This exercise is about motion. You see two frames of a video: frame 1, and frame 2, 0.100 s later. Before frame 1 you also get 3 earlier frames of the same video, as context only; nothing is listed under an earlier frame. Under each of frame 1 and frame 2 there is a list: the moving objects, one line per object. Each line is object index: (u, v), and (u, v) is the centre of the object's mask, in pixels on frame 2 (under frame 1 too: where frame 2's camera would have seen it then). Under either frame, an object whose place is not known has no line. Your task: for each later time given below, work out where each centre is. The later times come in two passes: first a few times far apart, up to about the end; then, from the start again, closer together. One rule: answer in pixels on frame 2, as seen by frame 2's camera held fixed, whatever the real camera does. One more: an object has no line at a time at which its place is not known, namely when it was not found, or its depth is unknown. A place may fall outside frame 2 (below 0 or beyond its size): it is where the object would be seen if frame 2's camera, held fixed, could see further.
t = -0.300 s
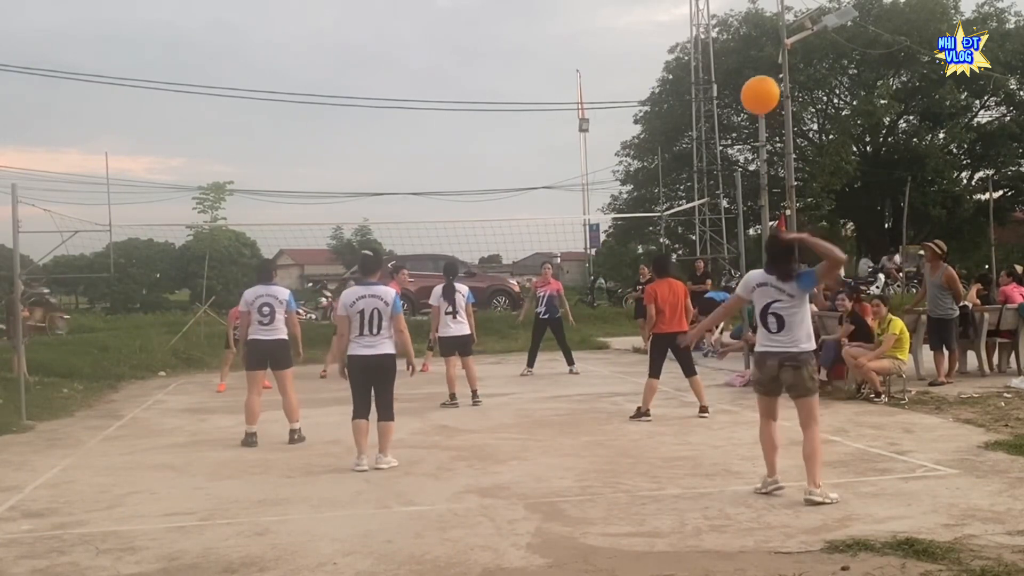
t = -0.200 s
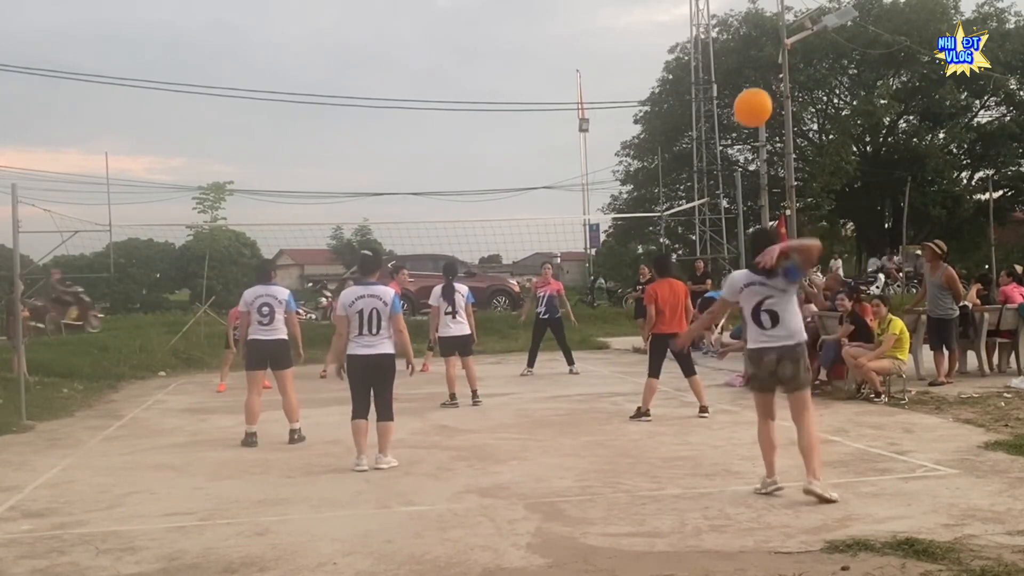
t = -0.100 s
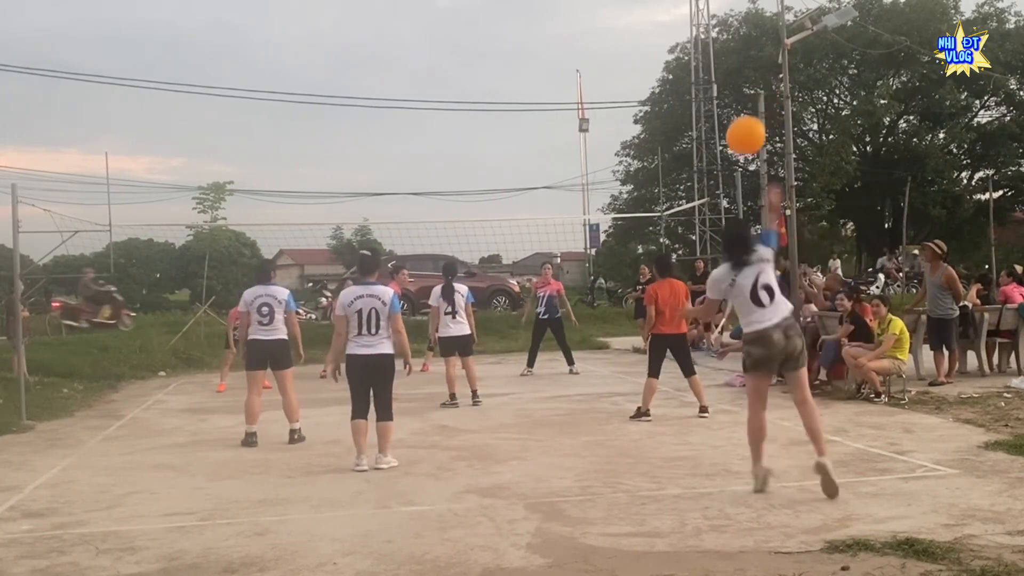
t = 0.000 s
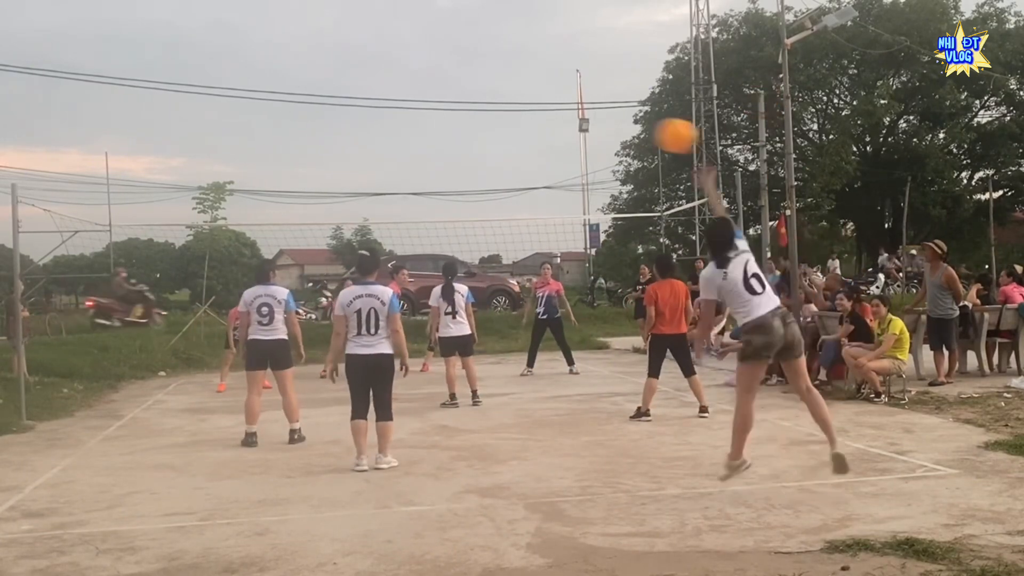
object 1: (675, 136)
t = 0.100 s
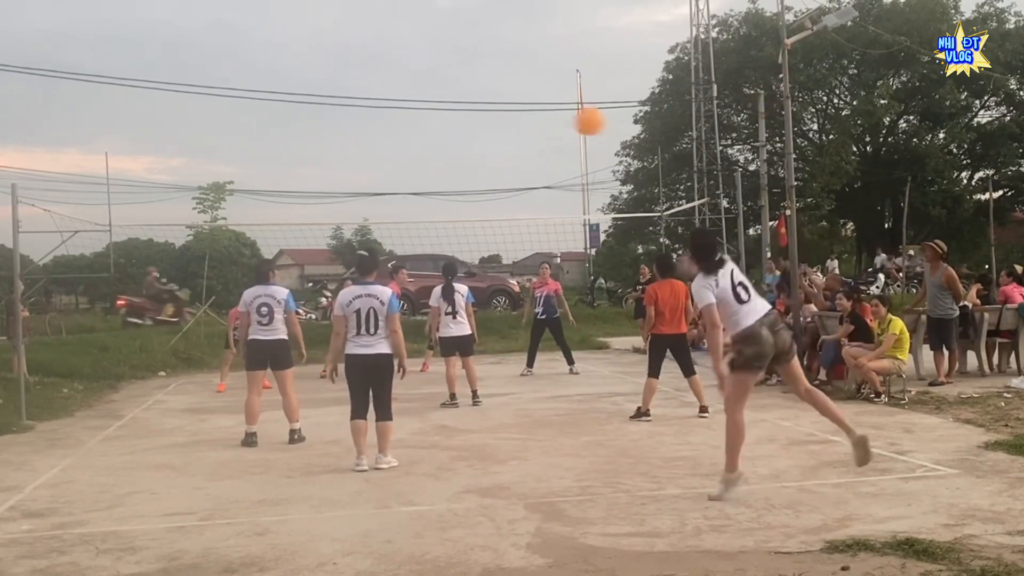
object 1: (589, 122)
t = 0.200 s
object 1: (528, 118)
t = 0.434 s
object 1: (438, 153)
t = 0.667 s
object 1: (379, 215)
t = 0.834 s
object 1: (348, 272)
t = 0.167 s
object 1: (546, 117)
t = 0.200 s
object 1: (528, 118)
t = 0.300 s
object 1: (484, 127)
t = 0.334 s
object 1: (471, 133)
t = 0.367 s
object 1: (460, 139)
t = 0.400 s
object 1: (449, 146)
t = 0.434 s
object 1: (438, 153)
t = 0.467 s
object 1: (428, 161)
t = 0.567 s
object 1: (402, 187)
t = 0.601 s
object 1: (393, 197)
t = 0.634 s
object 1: (386, 207)
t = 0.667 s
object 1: (379, 215)
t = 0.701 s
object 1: (372, 228)
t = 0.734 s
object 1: (366, 237)
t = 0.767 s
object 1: (359, 246)
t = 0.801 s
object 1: (350, 259)
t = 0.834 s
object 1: (348, 272)
